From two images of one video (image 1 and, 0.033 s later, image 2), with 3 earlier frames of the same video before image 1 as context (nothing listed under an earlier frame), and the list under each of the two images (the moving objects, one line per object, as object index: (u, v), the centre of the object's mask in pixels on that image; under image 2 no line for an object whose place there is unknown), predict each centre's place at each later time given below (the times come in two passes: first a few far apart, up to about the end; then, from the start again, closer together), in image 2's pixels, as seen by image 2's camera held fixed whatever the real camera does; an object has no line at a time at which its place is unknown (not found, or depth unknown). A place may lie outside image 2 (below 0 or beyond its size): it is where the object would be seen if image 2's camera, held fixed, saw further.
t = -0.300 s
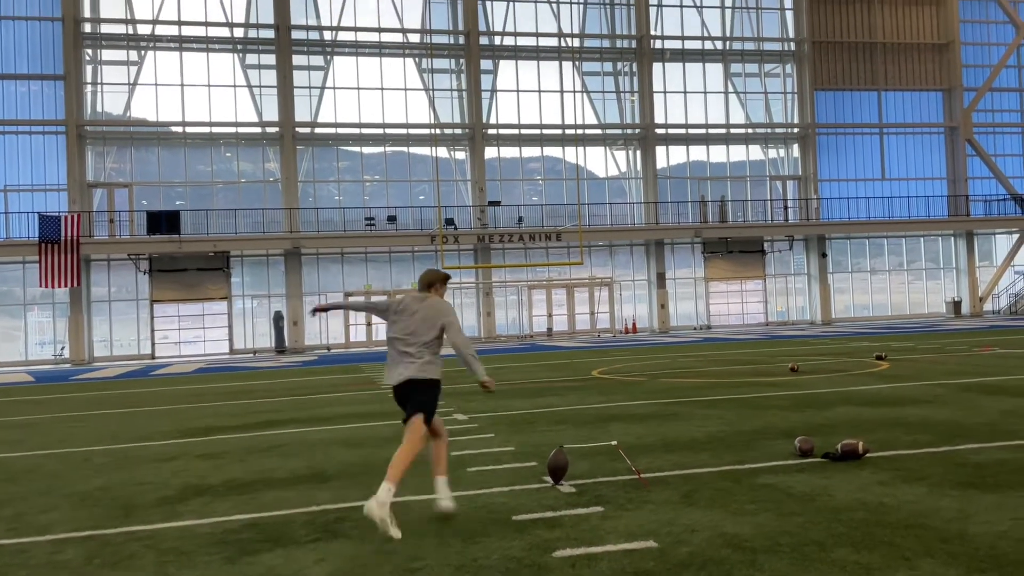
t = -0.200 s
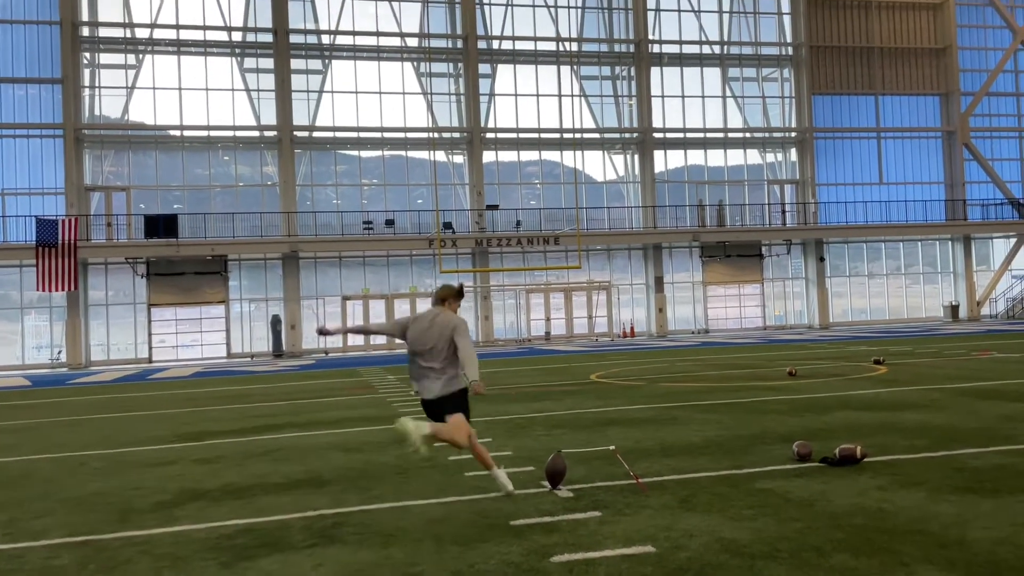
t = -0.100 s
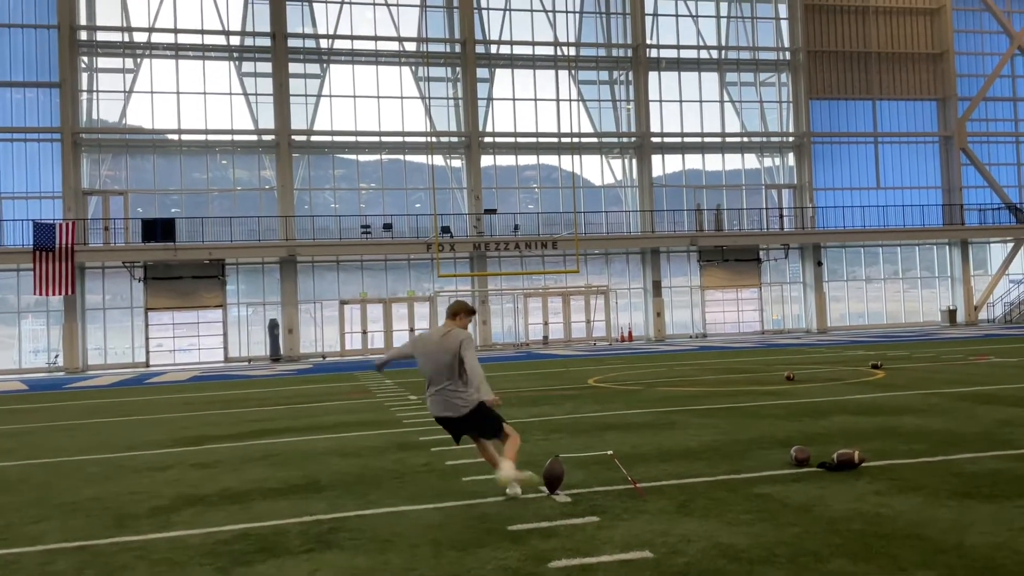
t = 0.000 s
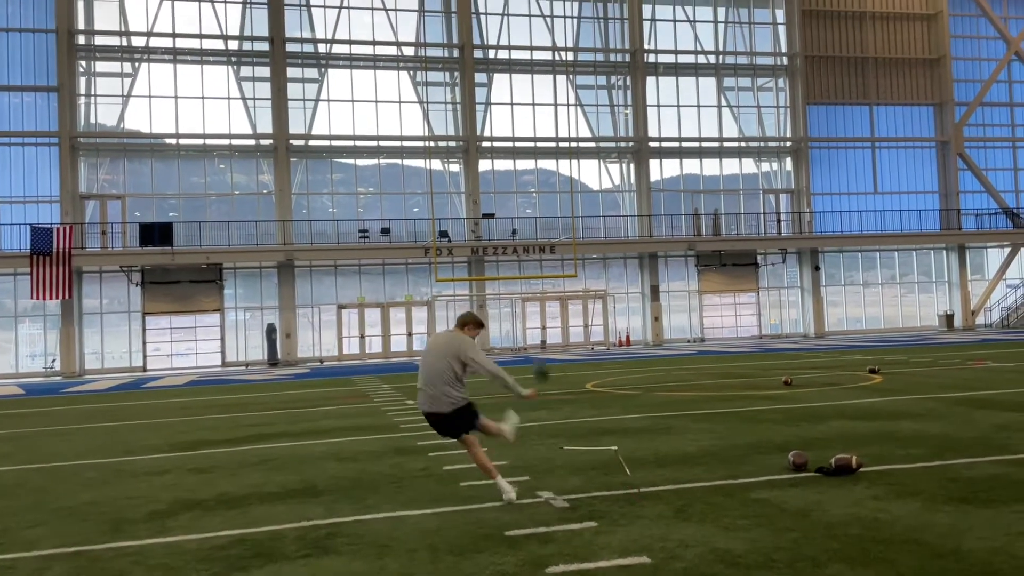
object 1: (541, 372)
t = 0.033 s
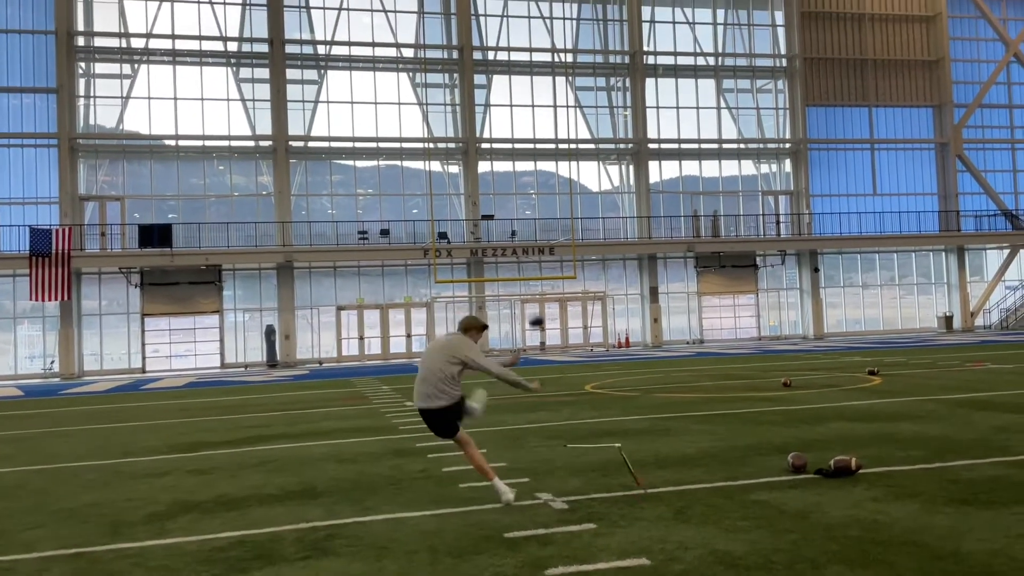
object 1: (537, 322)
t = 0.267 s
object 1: (520, 131)
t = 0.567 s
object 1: (514, 45)
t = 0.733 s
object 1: (514, 29)
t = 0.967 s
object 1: (515, 24)
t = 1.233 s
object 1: (516, 36)
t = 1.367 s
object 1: (517, 48)
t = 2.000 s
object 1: (522, 129)
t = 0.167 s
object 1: (525, 190)
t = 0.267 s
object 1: (520, 131)
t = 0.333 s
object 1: (517, 102)
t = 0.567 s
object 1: (514, 45)
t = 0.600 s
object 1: (513, 41)
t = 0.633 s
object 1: (513, 37)
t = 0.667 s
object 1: (513, 34)
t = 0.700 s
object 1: (514, 31)
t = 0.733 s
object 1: (514, 29)
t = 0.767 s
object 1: (514, 27)
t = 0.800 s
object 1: (514, 26)
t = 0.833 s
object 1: (514, 24)
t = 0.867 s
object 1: (514, 24)
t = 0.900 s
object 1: (515, 24)
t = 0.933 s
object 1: (515, 24)
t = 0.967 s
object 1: (515, 24)
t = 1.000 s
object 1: (515, 25)
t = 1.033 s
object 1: (515, 26)
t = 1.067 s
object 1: (515, 27)
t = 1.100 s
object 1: (516, 29)
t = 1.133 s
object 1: (516, 30)
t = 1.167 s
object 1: (516, 32)
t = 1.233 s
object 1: (516, 36)
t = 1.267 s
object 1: (517, 39)
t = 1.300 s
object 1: (517, 42)
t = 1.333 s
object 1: (517, 45)
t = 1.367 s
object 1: (517, 48)
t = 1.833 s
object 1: (521, 104)
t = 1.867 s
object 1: (521, 109)
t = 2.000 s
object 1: (522, 129)
